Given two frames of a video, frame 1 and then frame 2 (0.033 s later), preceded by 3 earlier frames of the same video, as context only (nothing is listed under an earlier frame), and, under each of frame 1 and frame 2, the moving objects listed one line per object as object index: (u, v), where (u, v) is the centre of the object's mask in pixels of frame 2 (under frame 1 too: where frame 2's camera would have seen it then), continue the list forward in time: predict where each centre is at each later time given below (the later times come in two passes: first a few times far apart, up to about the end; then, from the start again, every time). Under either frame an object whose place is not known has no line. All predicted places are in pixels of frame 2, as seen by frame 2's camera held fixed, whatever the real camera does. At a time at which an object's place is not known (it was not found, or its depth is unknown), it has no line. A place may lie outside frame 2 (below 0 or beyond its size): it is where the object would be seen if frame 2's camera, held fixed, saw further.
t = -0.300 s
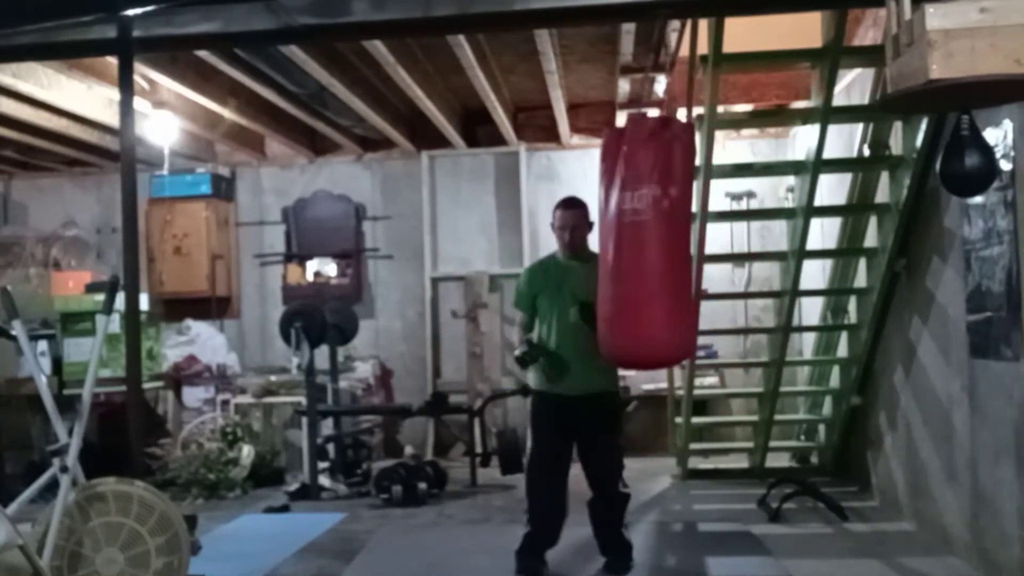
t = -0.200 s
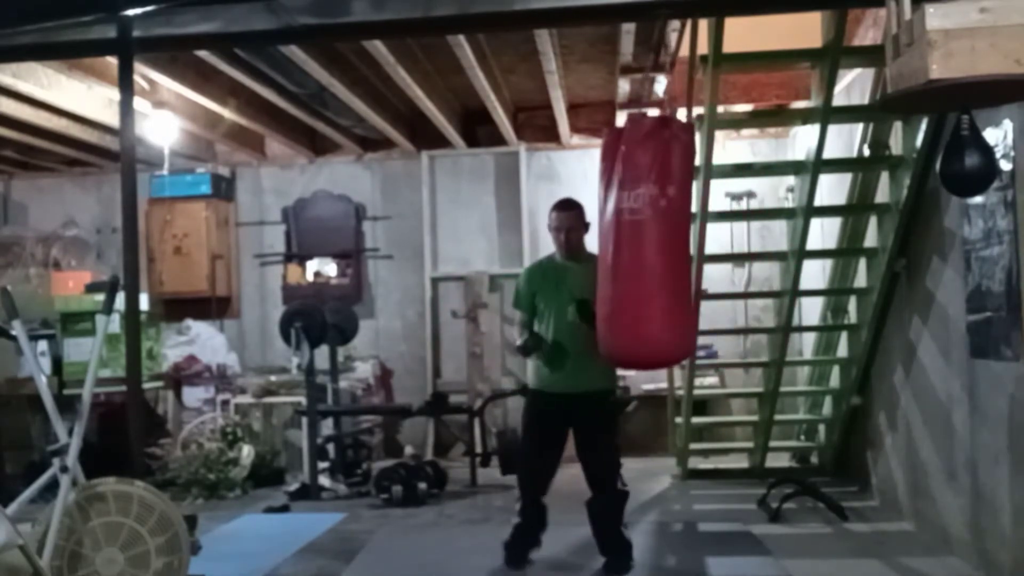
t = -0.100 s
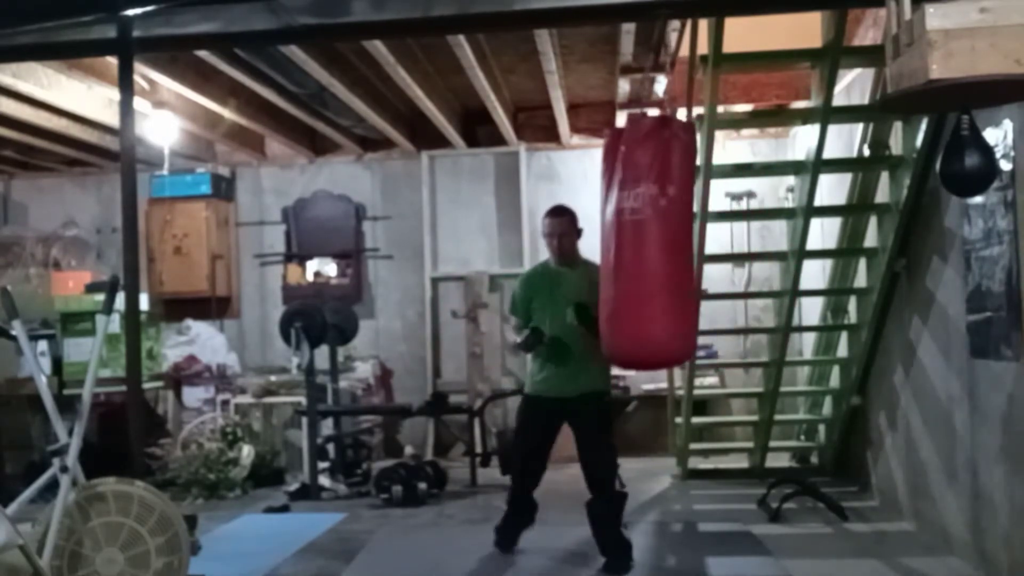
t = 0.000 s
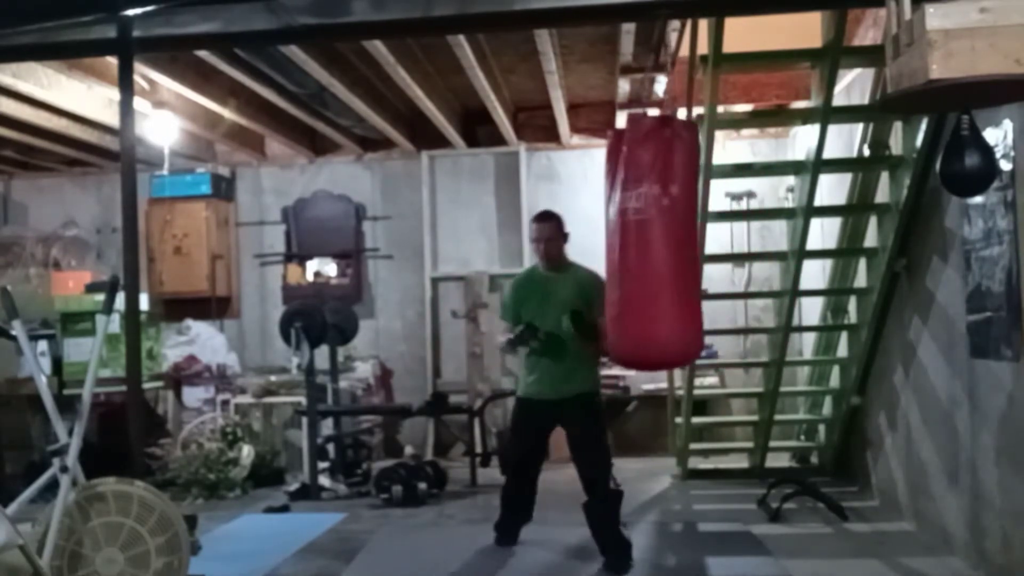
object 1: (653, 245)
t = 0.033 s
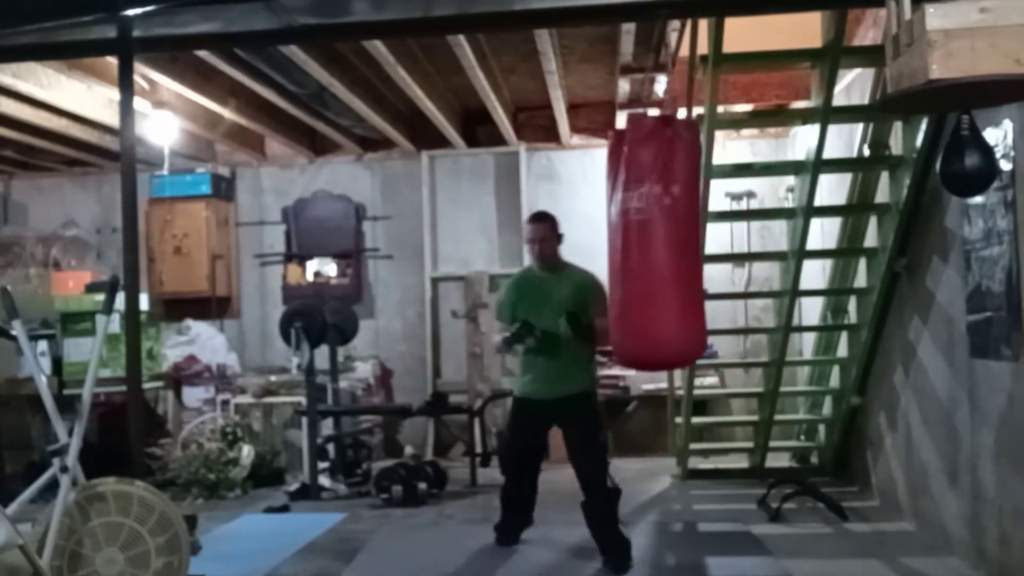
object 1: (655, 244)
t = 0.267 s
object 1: (675, 243)
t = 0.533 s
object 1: (698, 243)
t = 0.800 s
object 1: (707, 242)
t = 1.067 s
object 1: (696, 243)
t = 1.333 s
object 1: (673, 244)
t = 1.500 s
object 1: (659, 244)
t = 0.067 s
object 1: (658, 244)
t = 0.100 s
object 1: (661, 244)
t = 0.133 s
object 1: (663, 244)
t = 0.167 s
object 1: (666, 243)
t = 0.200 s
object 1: (669, 244)
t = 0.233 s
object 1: (672, 243)
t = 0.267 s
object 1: (675, 243)
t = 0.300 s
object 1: (679, 244)
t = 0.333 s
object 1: (682, 244)
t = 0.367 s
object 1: (685, 244)
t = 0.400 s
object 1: (688, 243)
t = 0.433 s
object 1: (691, 243)
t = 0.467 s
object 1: (693, 243)
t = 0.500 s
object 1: (696, 243)
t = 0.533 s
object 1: (698, 243)
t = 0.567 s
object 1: (701, 242)
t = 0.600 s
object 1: (702, 242)
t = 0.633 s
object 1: (704, 242)
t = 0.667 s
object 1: (705, 242)
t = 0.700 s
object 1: (706, 242)
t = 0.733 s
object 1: (707, 241)
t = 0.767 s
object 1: (707, 241)
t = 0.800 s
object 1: (707, 242)
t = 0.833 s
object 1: (707, 242)
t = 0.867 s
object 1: (706, 242)
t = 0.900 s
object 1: (705, 242)
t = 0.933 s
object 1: (704, 242)
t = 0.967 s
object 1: (703, 242)
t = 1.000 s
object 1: (701, 242)
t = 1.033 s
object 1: (699, 242)
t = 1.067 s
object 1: (696, 243)
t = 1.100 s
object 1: (694, 243)
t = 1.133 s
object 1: (691, 243)
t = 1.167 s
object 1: (688, 244)
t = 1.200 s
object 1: (685, 244)
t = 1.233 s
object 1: (682, 244)
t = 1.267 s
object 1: (679, 244)
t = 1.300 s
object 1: (676, 244)
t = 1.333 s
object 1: (673, 244)
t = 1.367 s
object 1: (670, 244)
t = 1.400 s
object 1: (667, 244)
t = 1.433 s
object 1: (664, 244)
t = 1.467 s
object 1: (661, 244)
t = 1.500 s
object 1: (659, 244)
